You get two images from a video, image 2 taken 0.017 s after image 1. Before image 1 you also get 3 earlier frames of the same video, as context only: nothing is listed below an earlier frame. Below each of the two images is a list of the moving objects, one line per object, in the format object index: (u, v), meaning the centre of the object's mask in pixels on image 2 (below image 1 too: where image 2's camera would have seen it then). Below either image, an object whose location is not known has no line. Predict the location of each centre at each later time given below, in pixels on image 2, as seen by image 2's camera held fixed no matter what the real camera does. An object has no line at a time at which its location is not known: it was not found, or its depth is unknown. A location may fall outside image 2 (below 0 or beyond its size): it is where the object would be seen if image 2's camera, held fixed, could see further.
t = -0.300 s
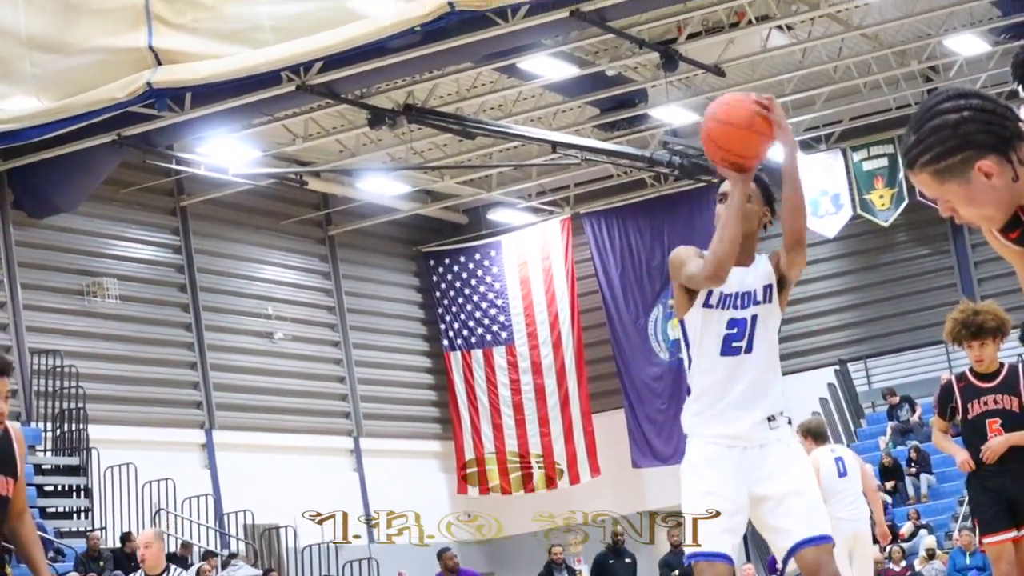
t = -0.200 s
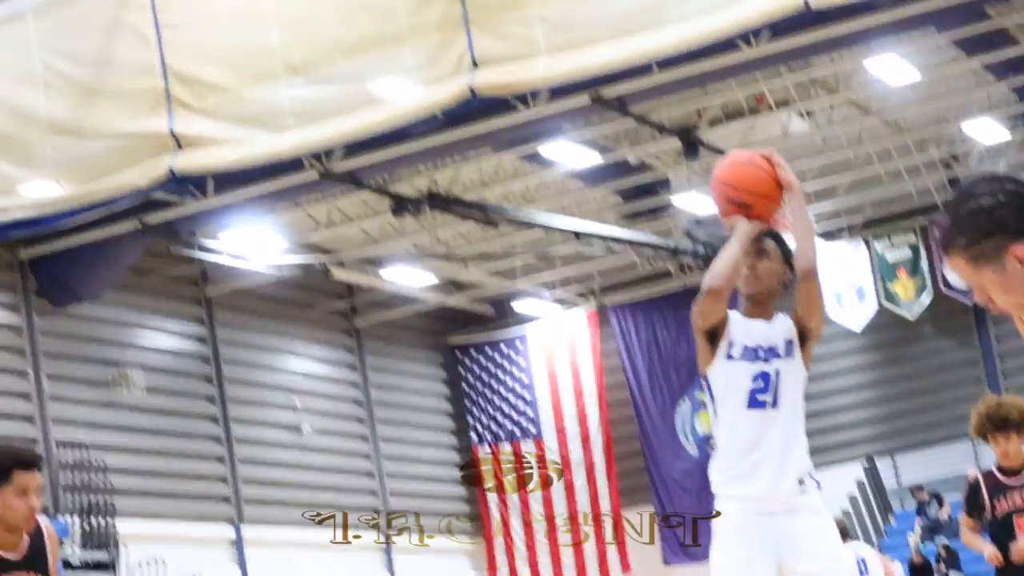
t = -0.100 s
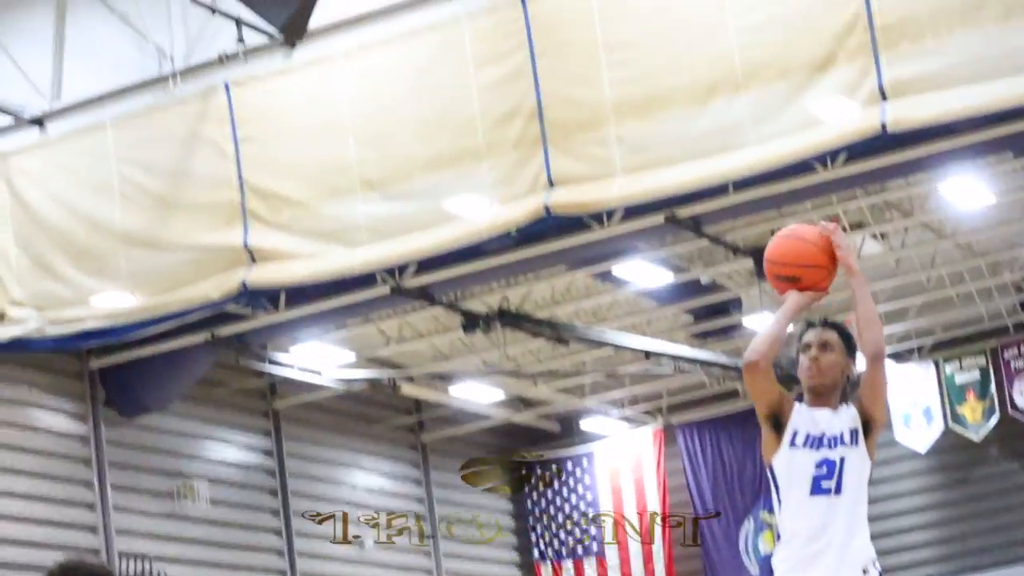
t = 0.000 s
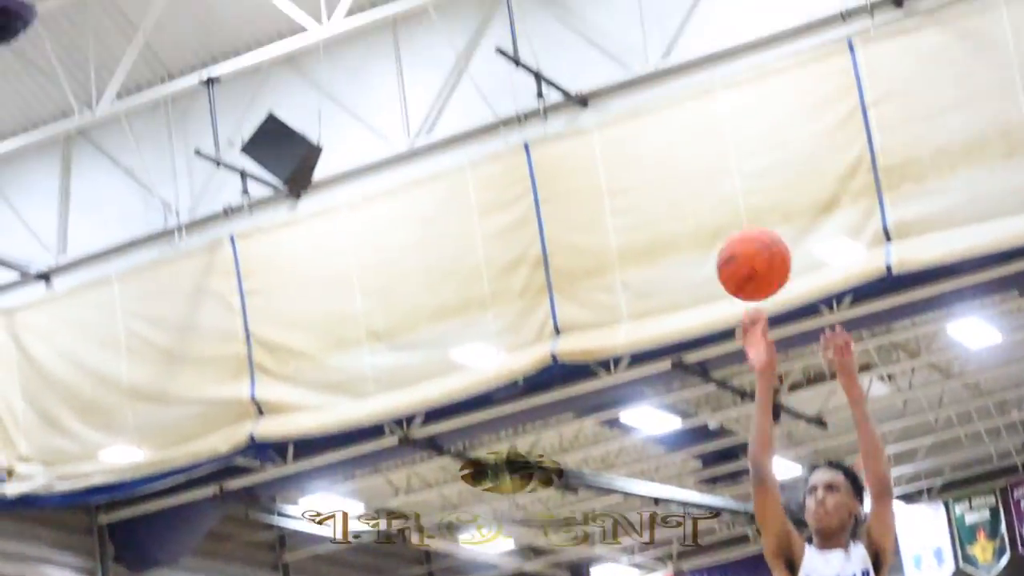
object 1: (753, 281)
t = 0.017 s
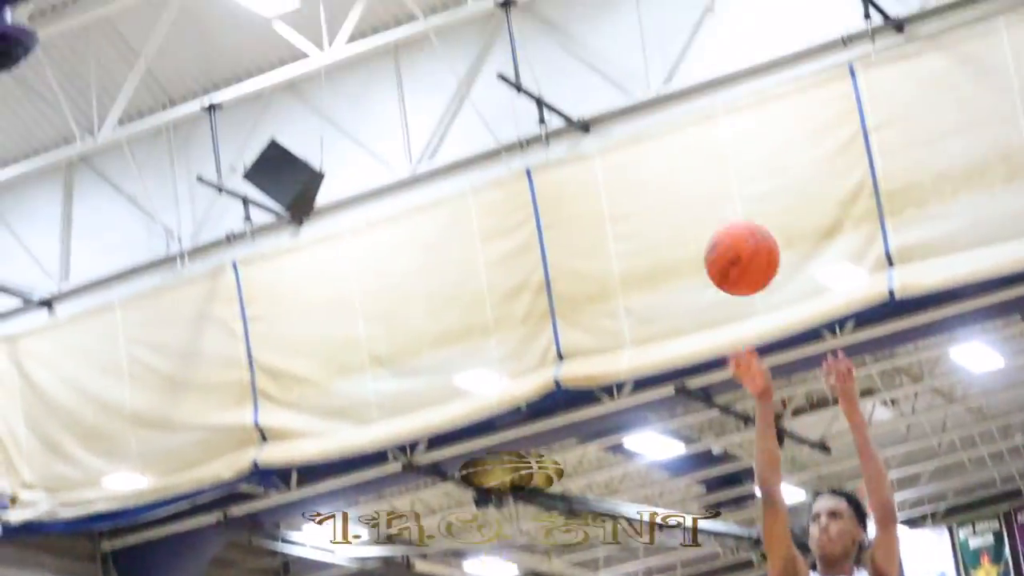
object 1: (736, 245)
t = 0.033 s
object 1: (721, 215)
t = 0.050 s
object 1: (712, 195)
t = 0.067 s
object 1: (693, 159)
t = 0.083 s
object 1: (686, 140)
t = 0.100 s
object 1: (670, 108)
